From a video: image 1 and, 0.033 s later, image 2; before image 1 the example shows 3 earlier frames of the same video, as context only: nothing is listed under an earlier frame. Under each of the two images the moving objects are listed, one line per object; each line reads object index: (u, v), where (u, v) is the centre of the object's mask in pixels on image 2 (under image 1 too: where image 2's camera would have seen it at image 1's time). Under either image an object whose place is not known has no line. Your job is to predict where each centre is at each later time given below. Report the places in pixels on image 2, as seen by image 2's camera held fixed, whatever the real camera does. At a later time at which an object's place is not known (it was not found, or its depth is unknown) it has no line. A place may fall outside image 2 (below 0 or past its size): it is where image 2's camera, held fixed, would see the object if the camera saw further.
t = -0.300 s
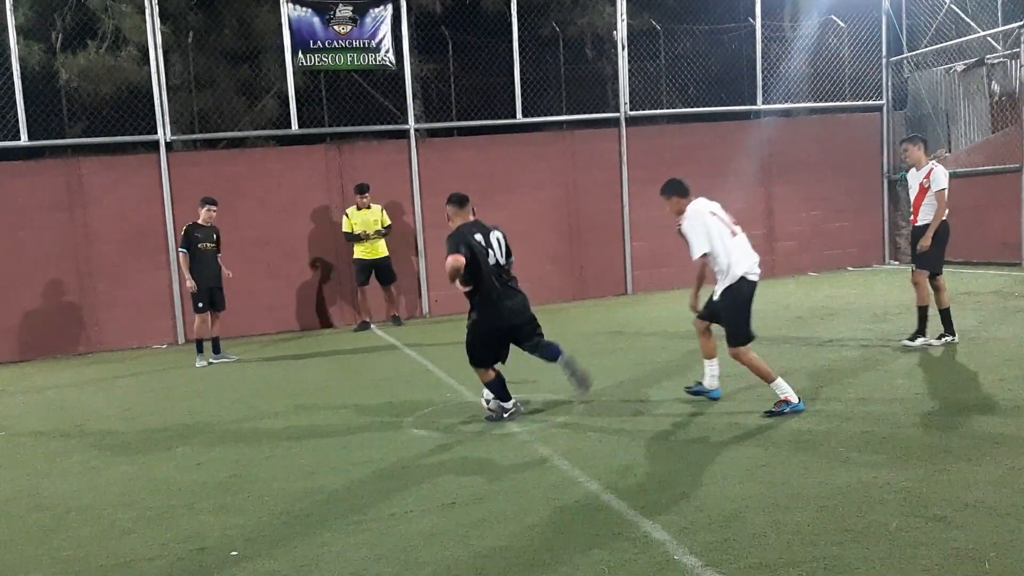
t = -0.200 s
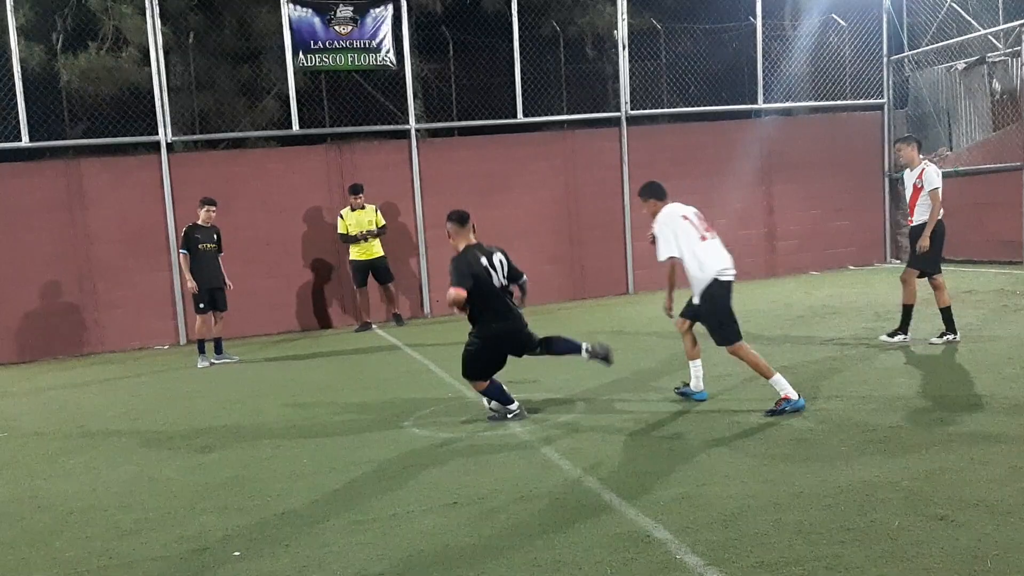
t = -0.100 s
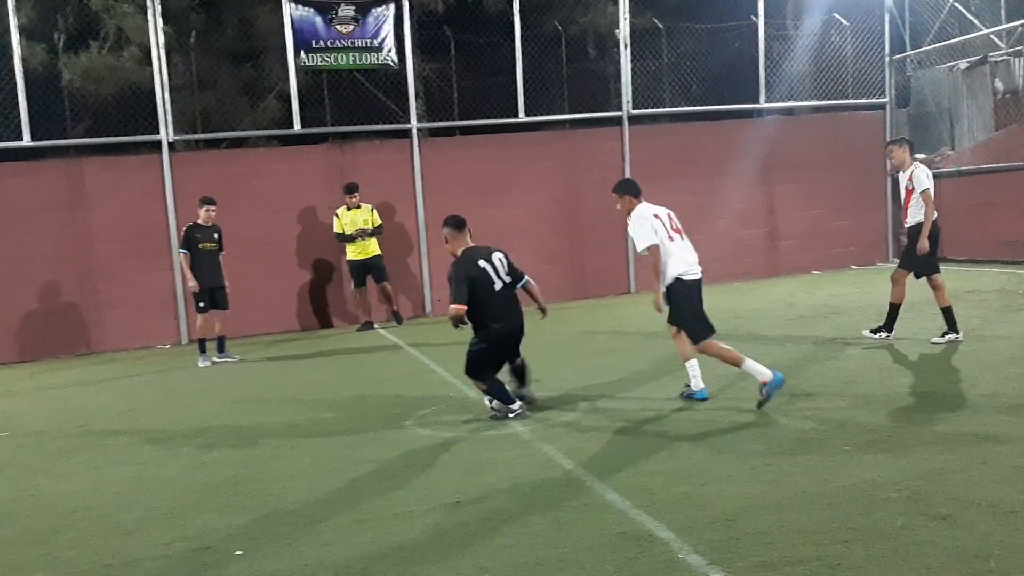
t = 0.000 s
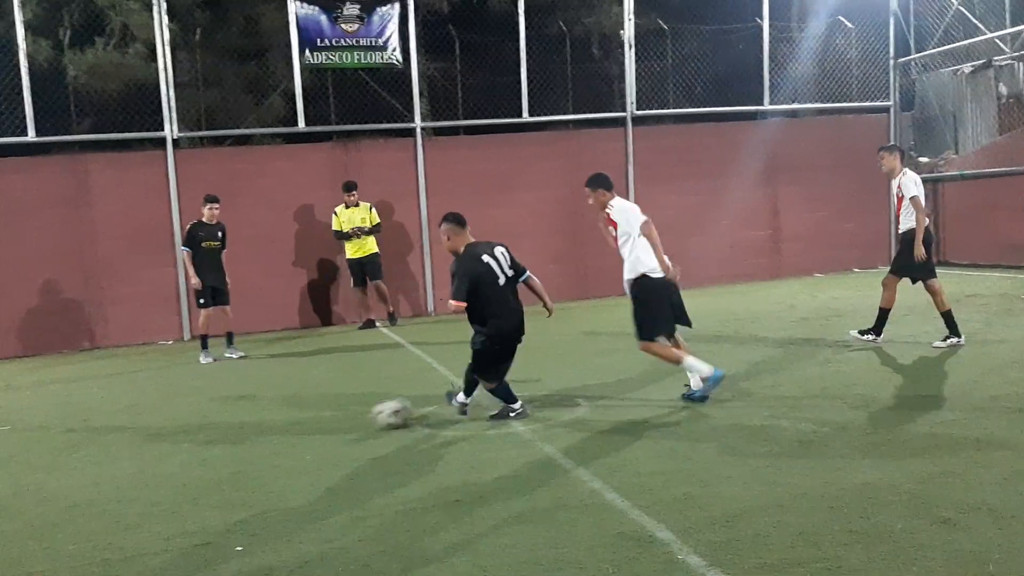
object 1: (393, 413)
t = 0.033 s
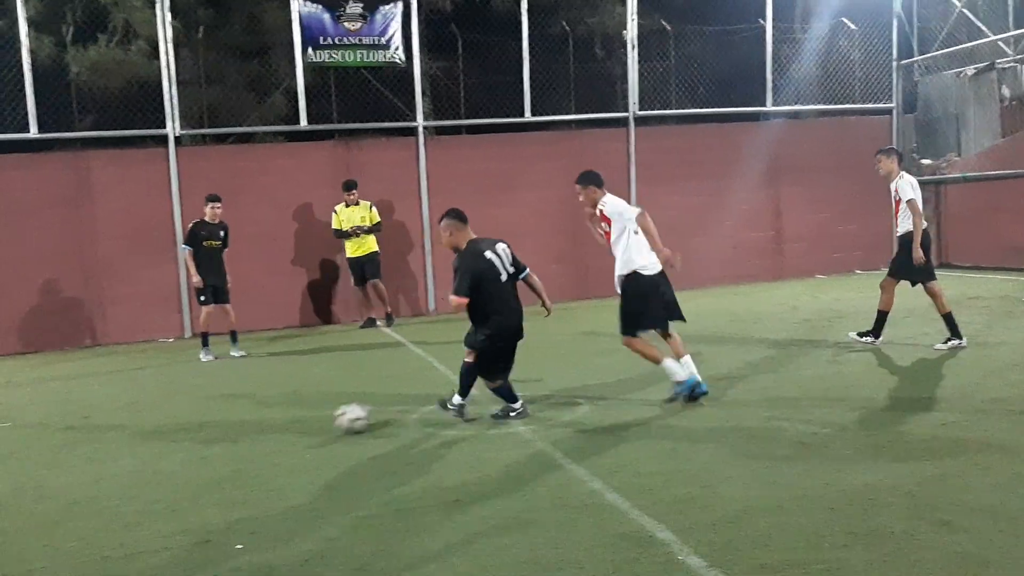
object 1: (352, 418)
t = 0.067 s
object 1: (314, 425)
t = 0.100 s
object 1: (275, 430)
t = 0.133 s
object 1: (236, 436)
